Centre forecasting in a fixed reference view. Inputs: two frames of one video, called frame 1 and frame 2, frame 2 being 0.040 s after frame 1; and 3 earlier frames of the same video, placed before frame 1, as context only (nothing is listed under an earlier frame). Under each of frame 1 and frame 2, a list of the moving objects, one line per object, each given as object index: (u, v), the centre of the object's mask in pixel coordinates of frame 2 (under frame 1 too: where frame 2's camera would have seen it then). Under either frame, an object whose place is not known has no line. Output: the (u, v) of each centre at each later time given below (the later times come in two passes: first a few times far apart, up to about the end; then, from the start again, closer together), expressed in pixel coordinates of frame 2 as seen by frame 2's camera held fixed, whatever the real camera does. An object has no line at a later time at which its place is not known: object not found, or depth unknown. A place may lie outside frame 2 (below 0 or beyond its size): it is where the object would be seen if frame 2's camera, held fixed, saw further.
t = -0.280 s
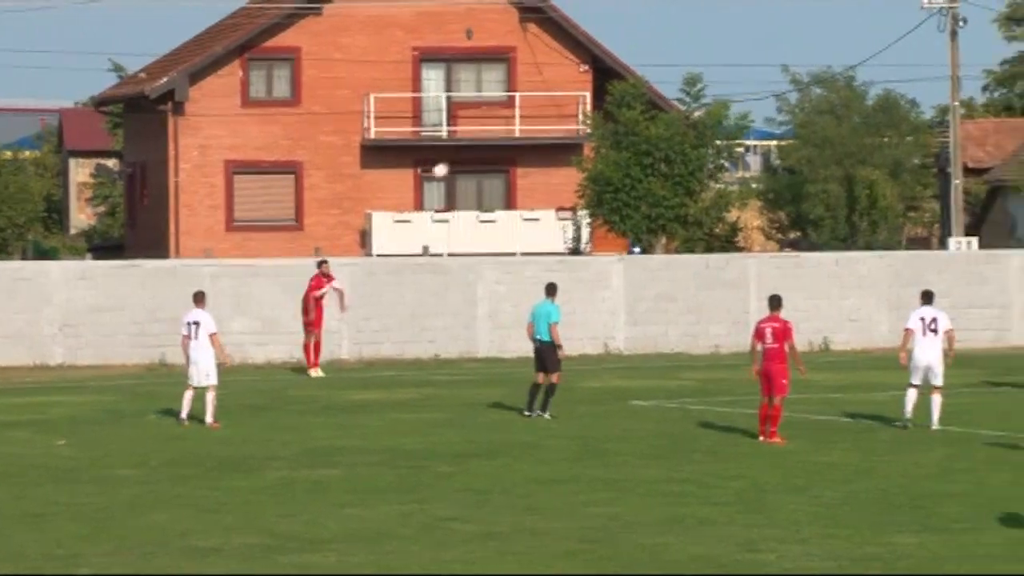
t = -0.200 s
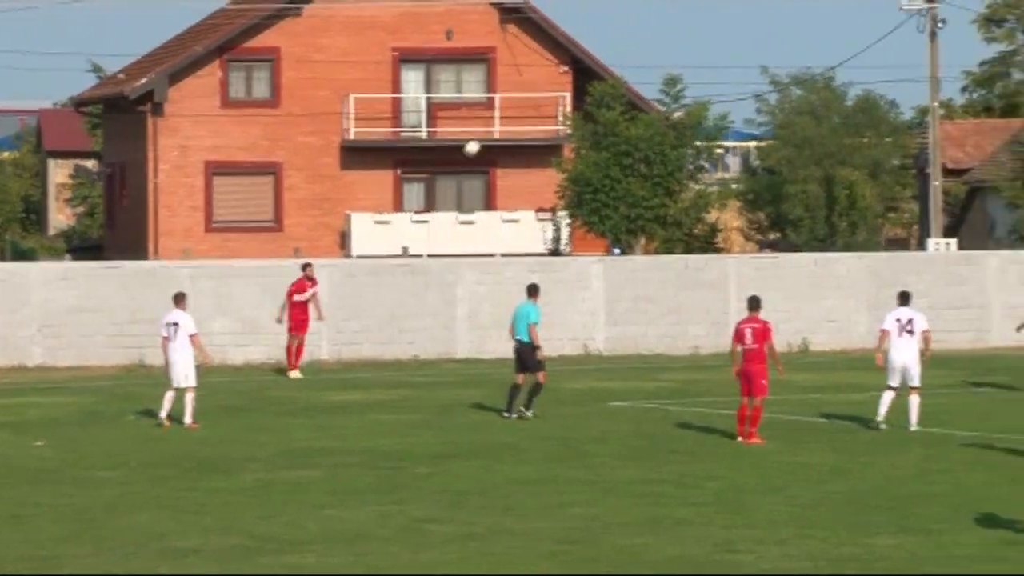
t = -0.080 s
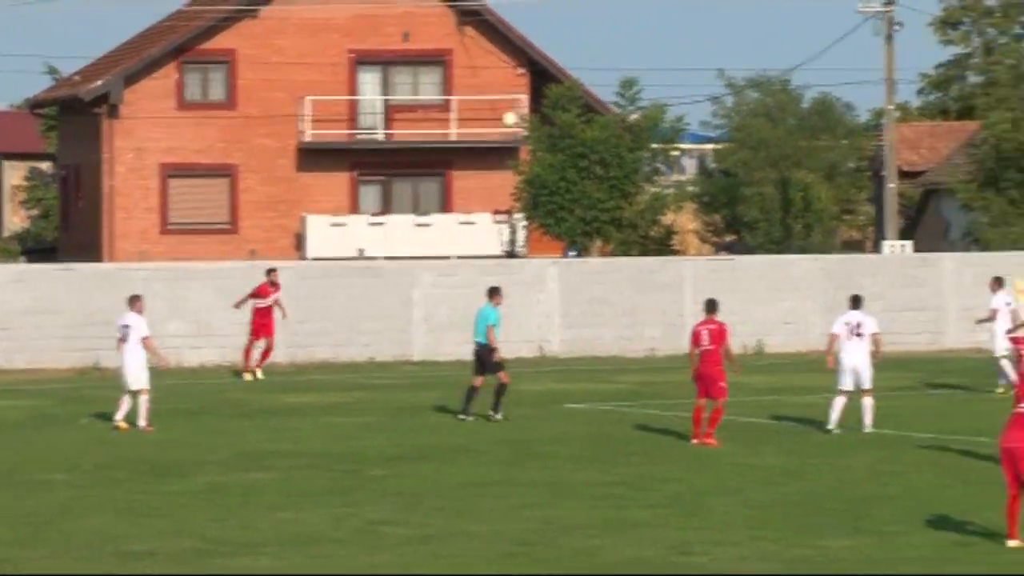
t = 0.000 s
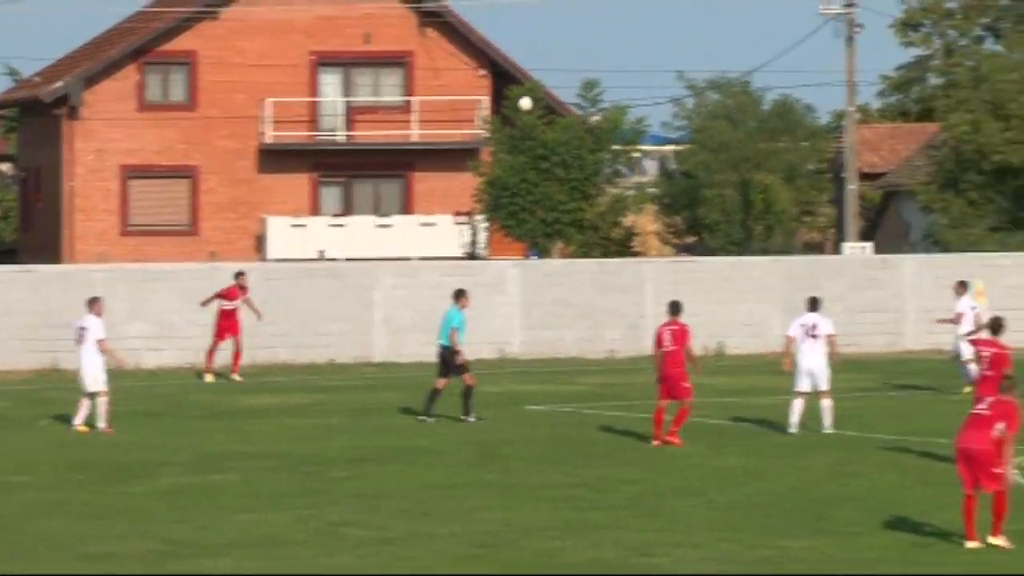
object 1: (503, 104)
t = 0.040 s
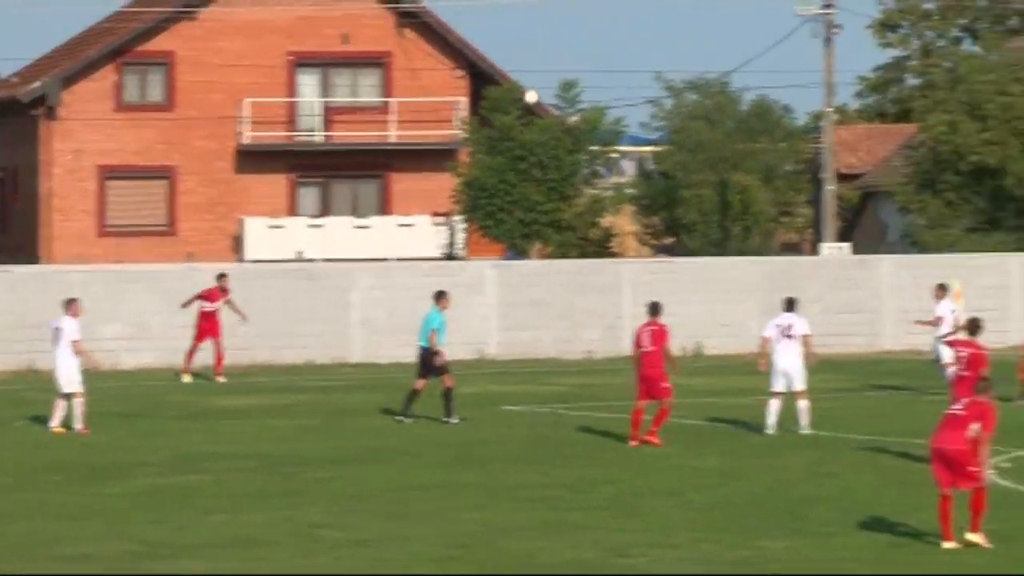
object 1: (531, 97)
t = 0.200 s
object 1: (640, 77)
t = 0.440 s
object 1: (813, 76)
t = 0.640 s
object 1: (967, 106)
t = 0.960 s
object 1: (1239, 217)
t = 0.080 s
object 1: (558, 90)
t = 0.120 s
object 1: (585, 84)
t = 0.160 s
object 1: (612, 80)
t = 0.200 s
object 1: (640, 77)
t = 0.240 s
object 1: (668, 74)
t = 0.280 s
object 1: (697, 72)
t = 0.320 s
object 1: (724, 71)
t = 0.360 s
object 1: (754, 73)
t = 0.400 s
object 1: (784, 74)
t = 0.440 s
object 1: (813, 76)
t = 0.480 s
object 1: (843, 80)
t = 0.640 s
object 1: (967, 106)
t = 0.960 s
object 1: (1239, 217)
